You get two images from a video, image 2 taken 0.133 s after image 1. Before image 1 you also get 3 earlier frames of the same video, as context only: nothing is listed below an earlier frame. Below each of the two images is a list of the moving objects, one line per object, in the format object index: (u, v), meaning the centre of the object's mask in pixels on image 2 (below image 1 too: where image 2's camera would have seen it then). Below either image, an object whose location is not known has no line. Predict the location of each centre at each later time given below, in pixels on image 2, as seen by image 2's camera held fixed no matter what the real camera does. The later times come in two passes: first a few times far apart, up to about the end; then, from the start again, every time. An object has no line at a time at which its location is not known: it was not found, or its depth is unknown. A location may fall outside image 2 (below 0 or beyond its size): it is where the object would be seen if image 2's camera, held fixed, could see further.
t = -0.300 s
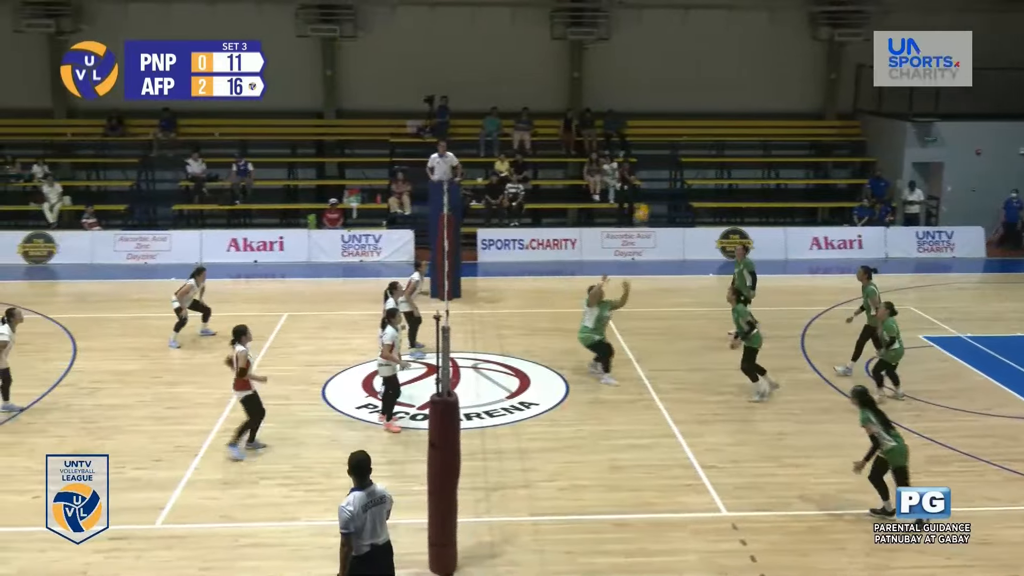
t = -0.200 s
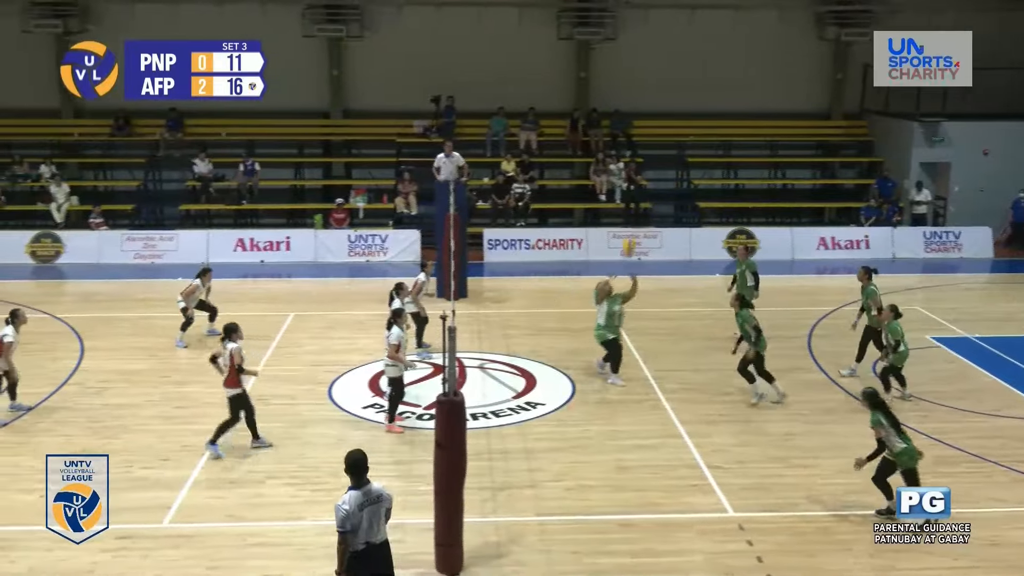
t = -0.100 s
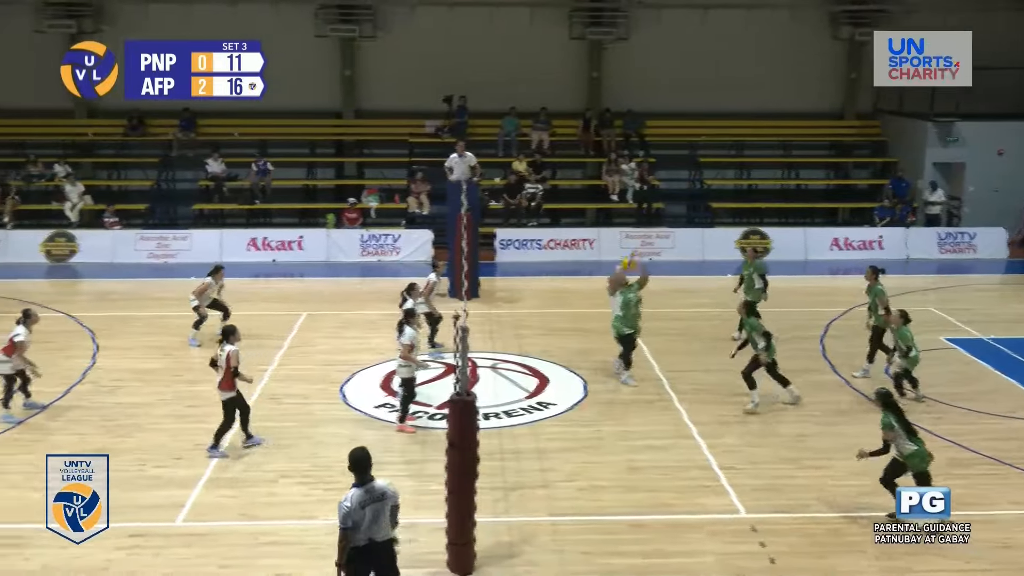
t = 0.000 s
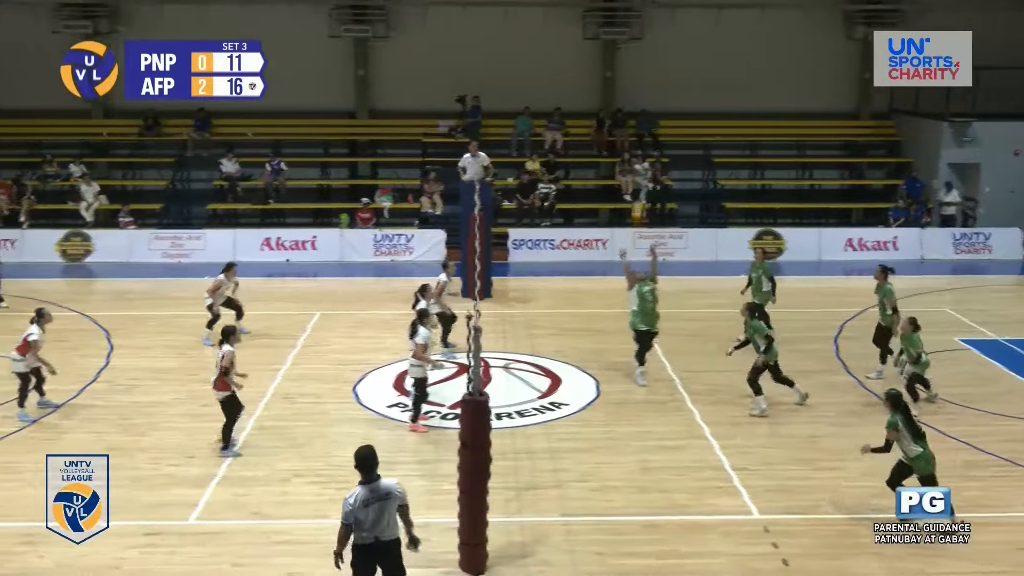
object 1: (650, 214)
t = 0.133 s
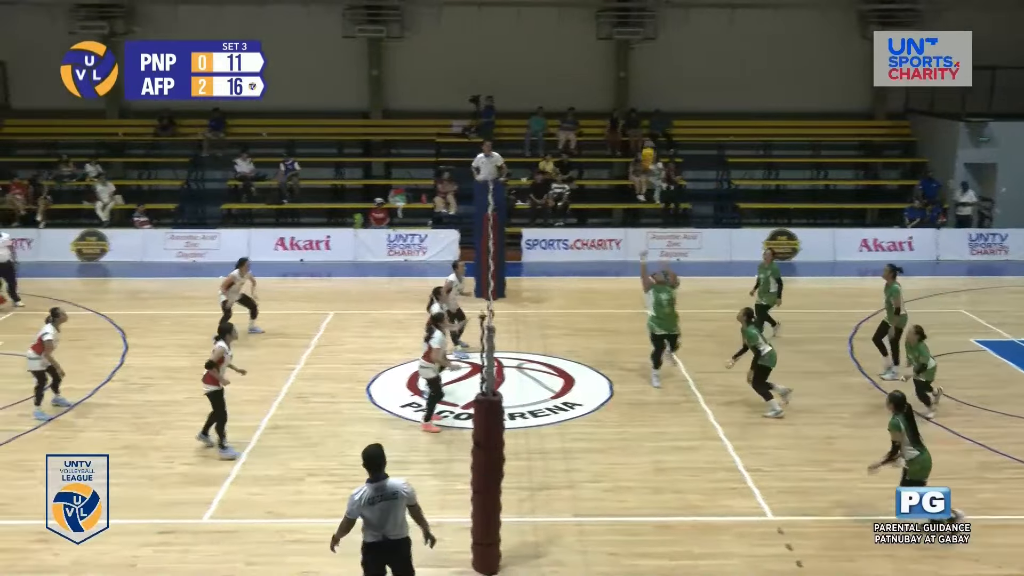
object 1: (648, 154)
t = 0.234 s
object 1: (646, 118)
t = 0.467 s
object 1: (640, 54)
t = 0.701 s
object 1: (631, 31)
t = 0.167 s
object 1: (648, 143)
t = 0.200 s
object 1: (647, 129)
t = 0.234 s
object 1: (646, 118)
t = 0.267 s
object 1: (645, 107)
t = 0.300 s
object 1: (644, 98)
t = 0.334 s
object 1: (643, 88)
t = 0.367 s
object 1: (642, 76)
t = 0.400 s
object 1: (642, 69)
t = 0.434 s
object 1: (641, 61)
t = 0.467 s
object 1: (640, 54)
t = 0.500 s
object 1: (639, 49)
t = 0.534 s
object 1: (637, 44)
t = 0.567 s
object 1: (635, 39)
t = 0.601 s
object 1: (635, 36)
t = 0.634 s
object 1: (634, 34)
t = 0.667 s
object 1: (632, 32)
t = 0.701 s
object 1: (631, 31)
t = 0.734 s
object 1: (630, 32)
